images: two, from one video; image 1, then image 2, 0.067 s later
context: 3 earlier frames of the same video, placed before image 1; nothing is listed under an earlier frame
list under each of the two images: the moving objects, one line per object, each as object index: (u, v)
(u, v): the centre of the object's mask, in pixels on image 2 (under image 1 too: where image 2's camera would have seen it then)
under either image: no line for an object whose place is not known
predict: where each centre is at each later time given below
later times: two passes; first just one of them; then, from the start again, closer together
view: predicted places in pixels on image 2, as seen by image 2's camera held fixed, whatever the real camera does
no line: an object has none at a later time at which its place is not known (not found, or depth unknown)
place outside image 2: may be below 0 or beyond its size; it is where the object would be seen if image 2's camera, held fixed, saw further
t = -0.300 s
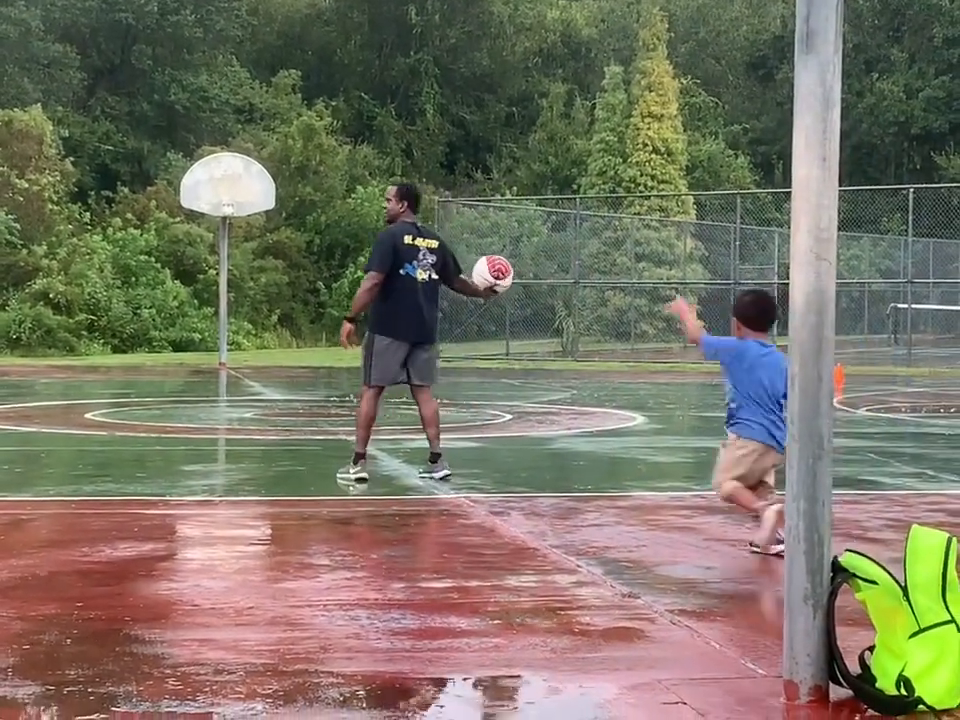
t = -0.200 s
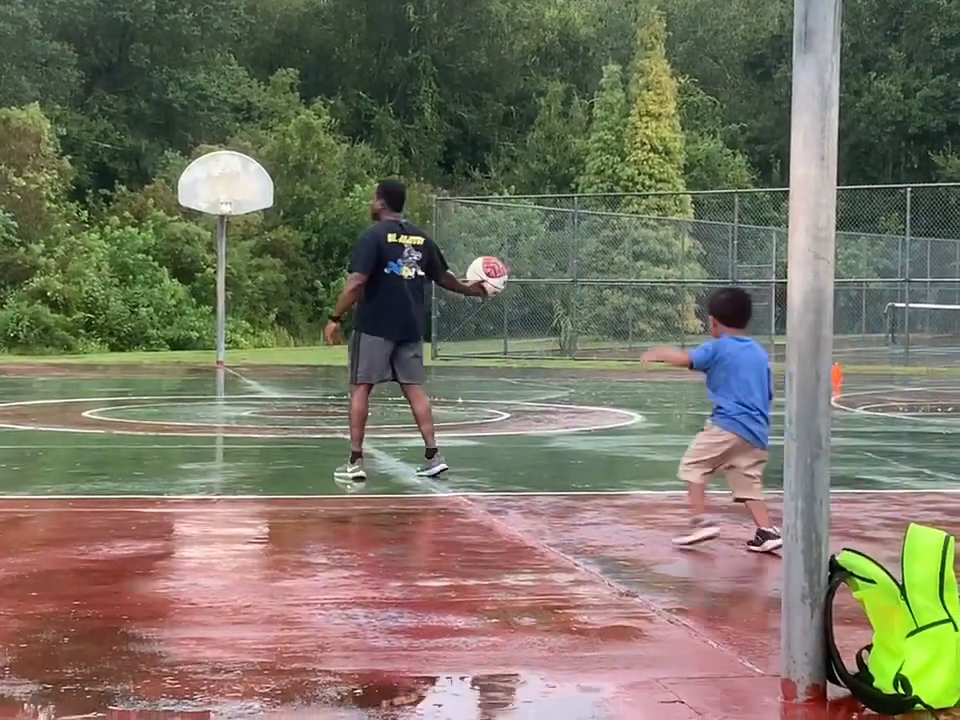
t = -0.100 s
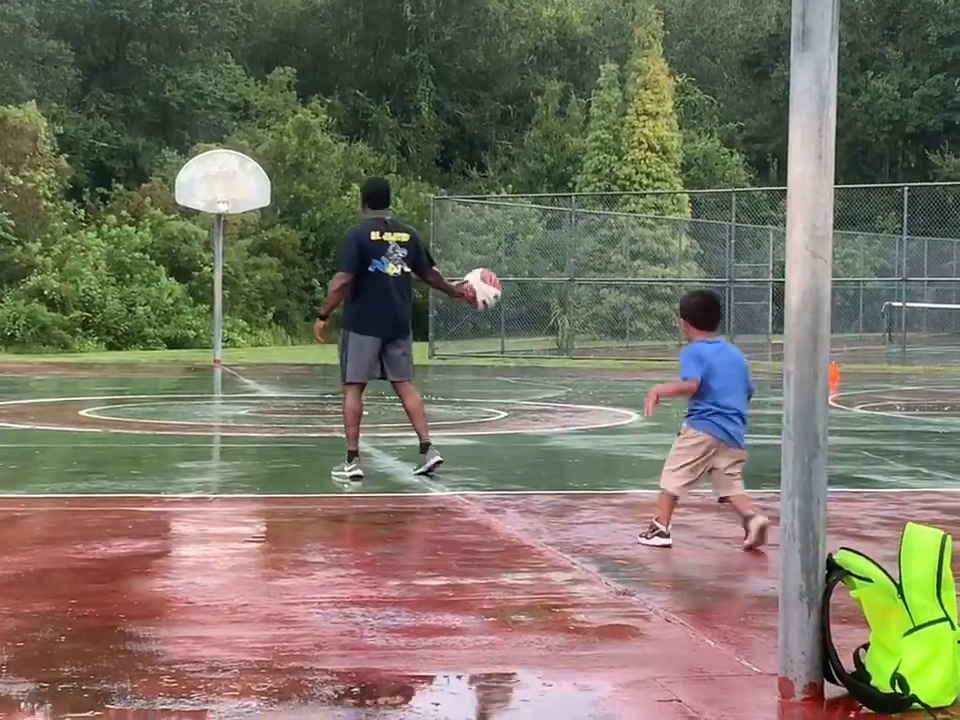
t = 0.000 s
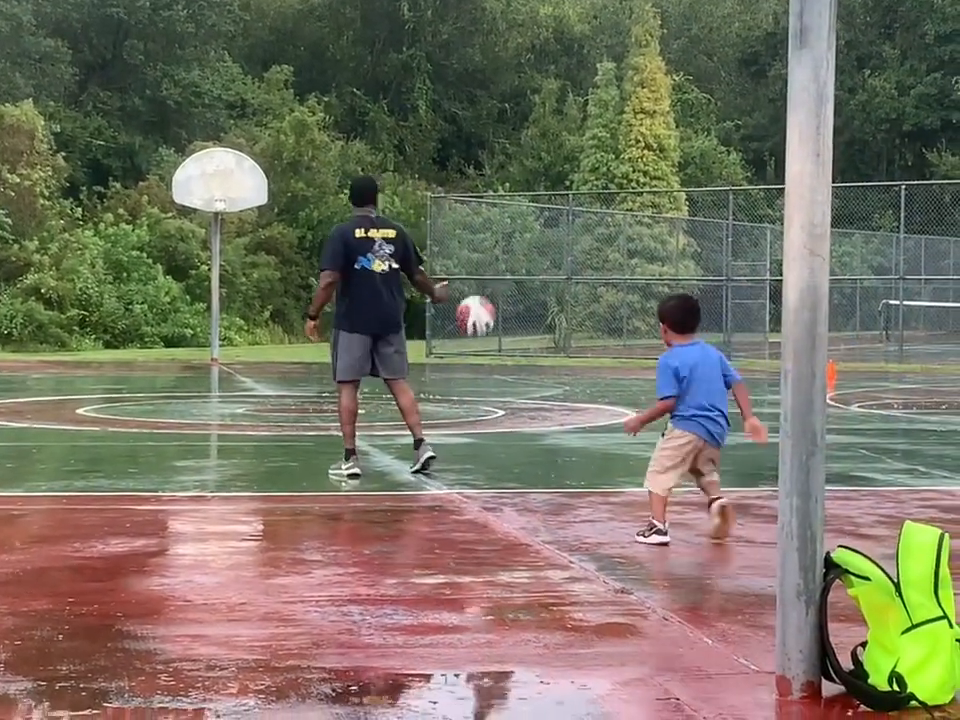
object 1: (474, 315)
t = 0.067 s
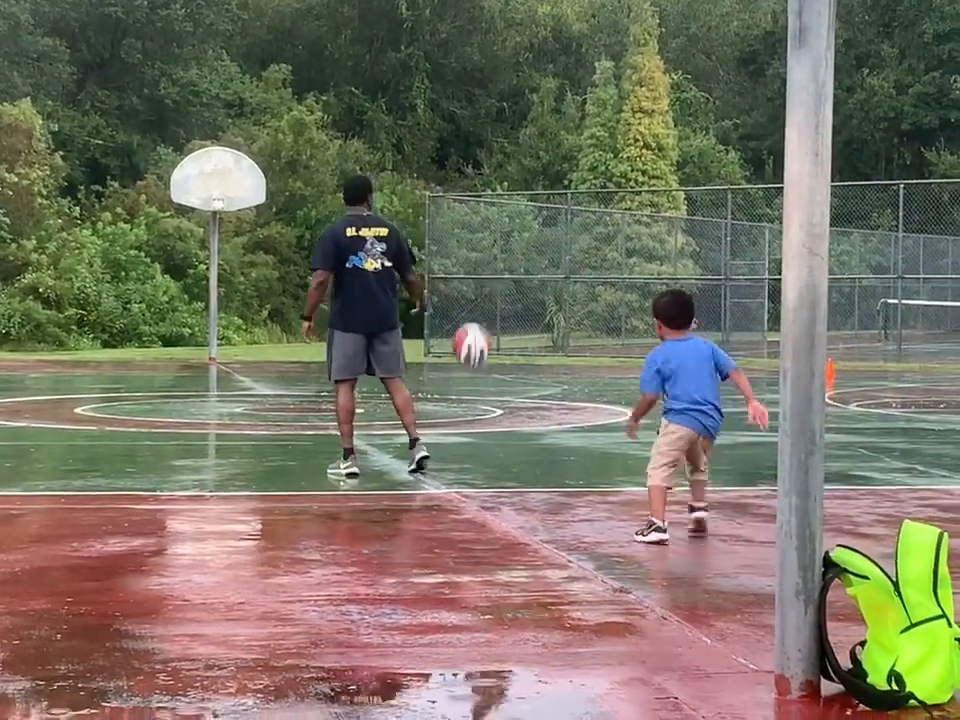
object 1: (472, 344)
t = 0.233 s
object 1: (467, 444)
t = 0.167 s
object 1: (468, 400)
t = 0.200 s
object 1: (467, 423)
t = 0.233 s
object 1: (467, 444)
